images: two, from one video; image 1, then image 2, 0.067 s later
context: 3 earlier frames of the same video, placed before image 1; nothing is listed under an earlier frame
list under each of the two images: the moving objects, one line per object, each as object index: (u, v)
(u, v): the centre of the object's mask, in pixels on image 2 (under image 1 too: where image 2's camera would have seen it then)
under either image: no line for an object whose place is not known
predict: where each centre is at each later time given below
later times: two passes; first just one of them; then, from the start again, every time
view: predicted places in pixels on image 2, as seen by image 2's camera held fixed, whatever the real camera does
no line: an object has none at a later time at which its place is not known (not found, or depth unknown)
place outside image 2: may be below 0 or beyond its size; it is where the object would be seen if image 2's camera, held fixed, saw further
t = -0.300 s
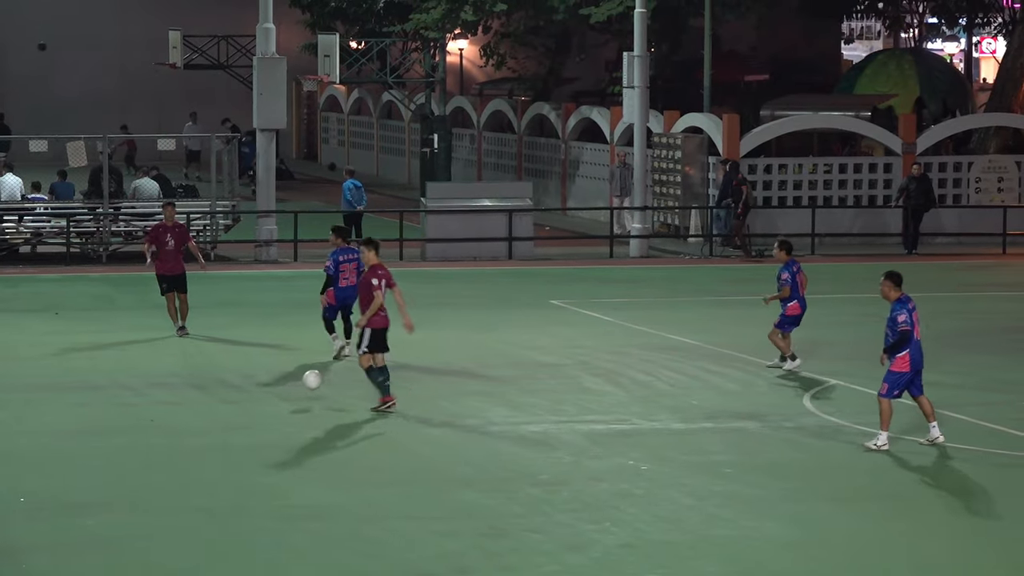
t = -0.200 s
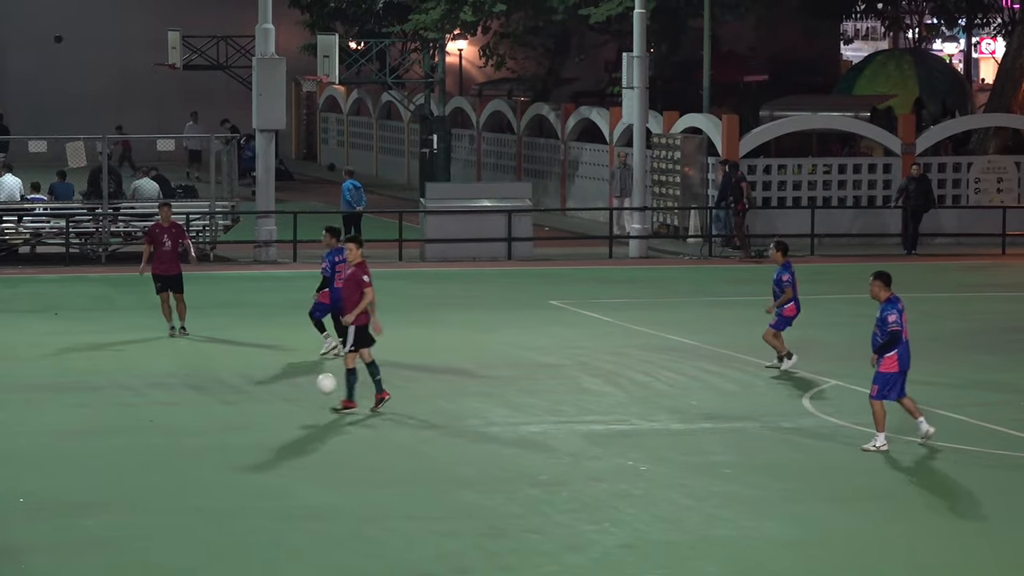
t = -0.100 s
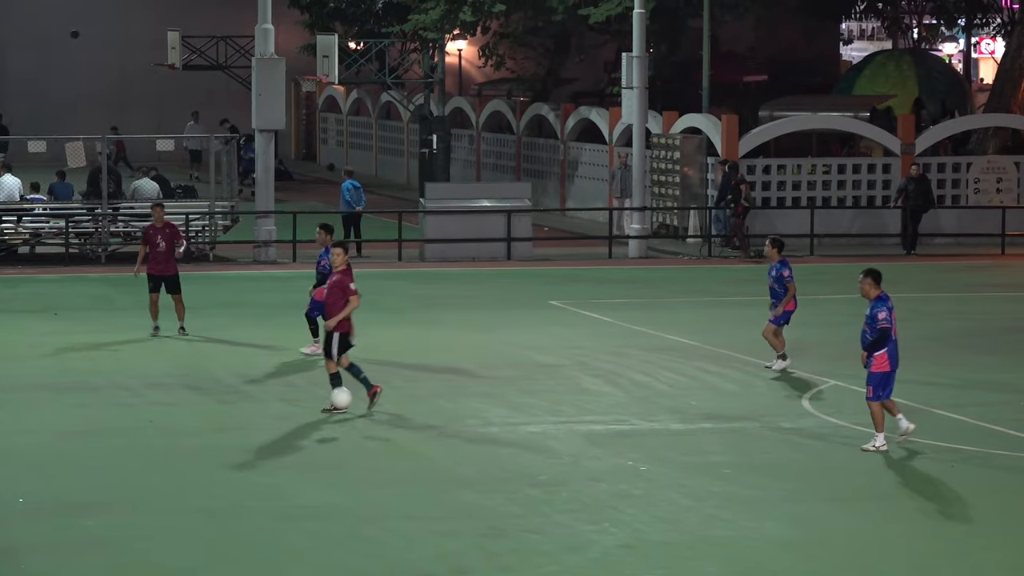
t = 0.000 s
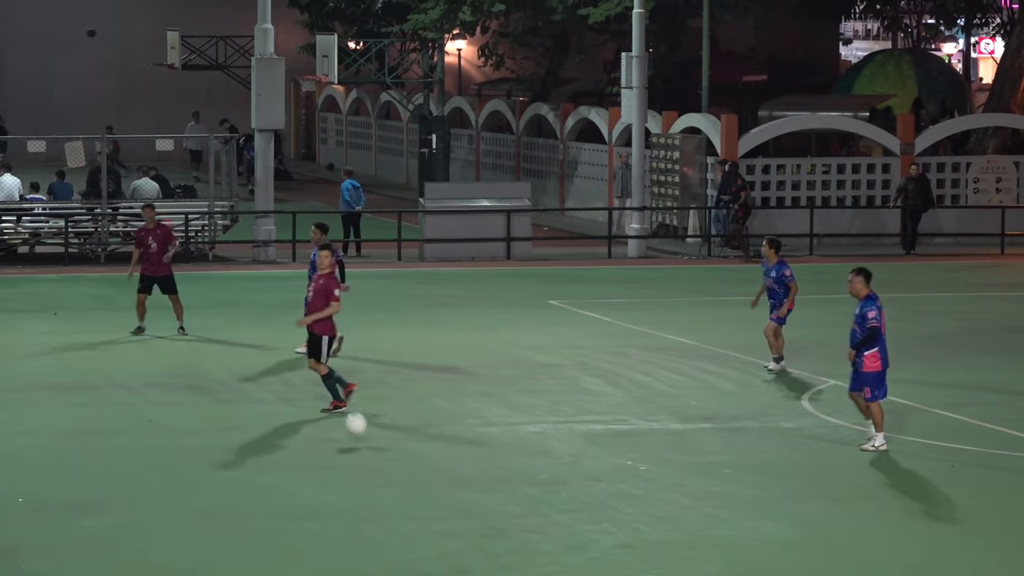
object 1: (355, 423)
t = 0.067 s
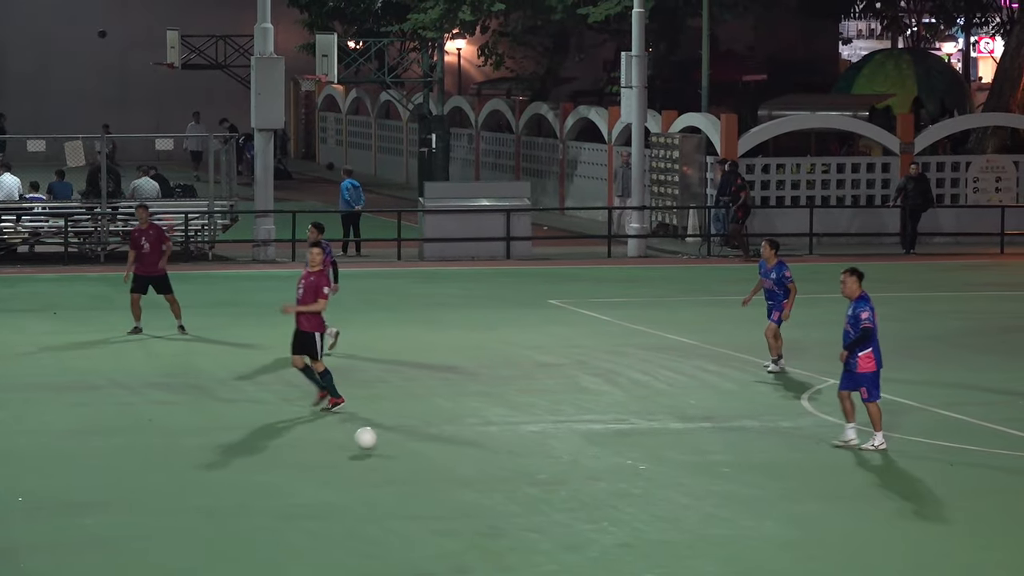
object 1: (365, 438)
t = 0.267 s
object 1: (389, 449)
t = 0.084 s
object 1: (368, 437)
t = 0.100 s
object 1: (369, 436)
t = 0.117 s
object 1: (371, 436)
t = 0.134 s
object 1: (373, 436)
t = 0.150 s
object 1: (375, 437)
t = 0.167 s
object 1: (377, 437)
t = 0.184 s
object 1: (379, 438)
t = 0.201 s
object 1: (381, 440)
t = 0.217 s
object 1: (383, 441)
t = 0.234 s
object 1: (385, 444)
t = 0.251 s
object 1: (387, 446)
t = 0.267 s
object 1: (389, 449)
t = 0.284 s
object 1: (391, 452)
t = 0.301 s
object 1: (394, 456)
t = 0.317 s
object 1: (395, 459)
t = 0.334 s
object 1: (398, 464)
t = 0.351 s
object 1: (400, 469)
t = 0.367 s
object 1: (402, 474)
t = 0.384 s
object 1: (404, 479)
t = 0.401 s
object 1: (407, 484)
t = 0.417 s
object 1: (409, 486)
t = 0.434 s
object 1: (411, 485)
